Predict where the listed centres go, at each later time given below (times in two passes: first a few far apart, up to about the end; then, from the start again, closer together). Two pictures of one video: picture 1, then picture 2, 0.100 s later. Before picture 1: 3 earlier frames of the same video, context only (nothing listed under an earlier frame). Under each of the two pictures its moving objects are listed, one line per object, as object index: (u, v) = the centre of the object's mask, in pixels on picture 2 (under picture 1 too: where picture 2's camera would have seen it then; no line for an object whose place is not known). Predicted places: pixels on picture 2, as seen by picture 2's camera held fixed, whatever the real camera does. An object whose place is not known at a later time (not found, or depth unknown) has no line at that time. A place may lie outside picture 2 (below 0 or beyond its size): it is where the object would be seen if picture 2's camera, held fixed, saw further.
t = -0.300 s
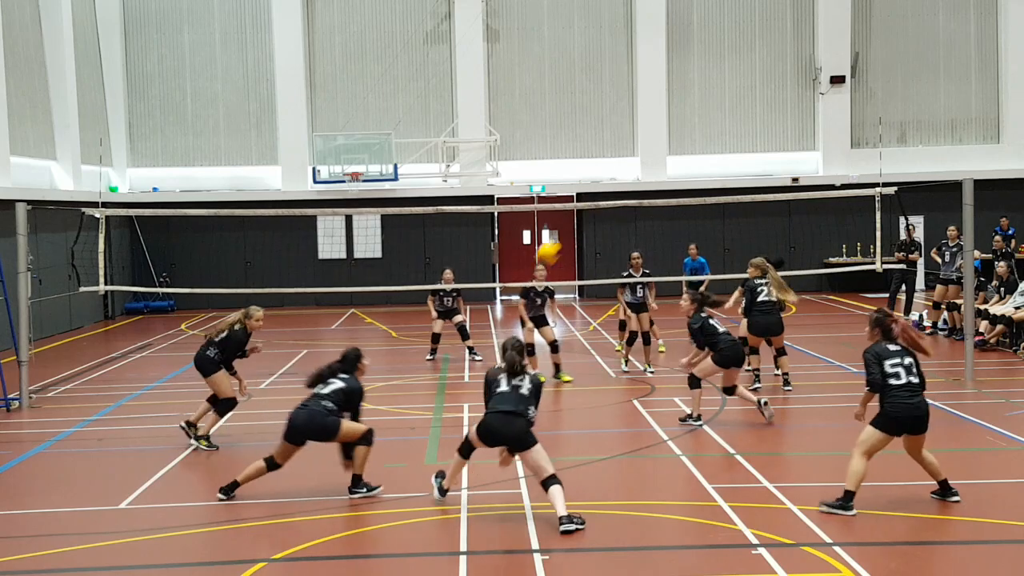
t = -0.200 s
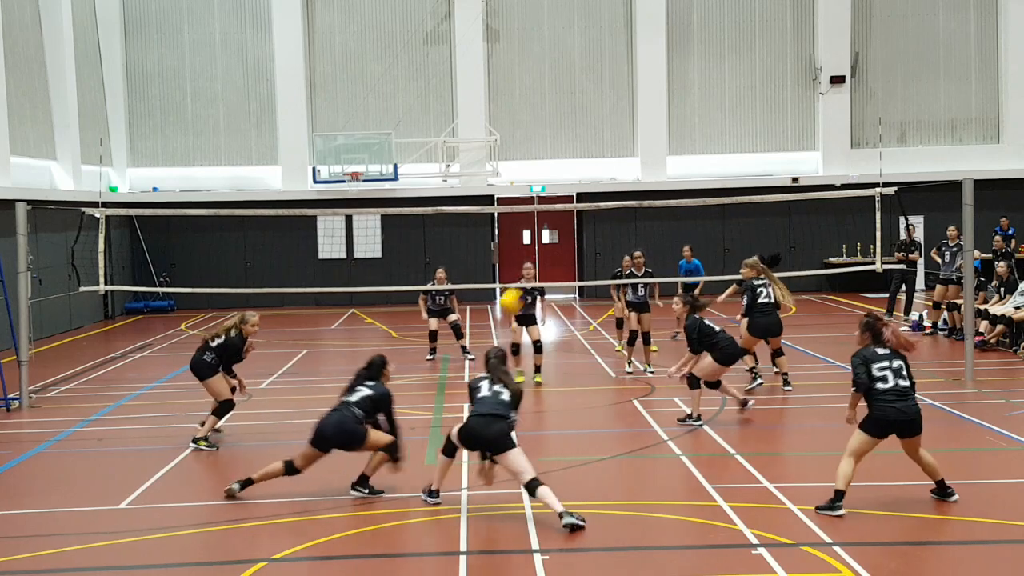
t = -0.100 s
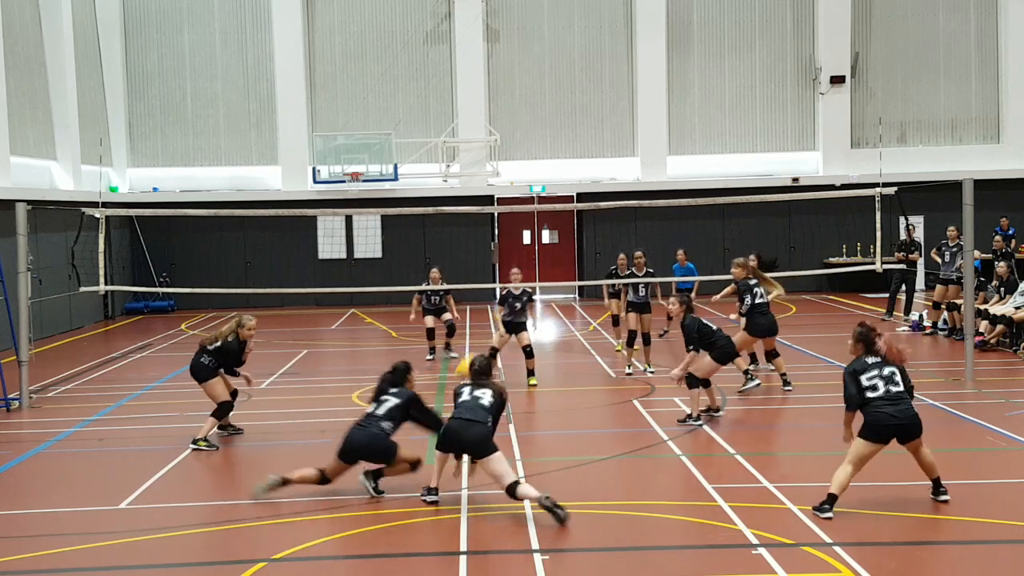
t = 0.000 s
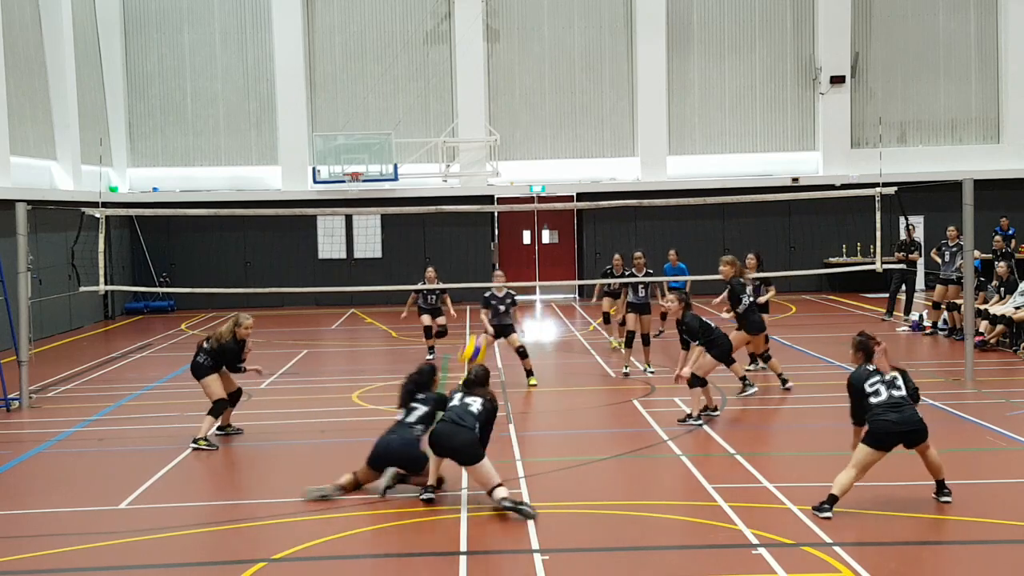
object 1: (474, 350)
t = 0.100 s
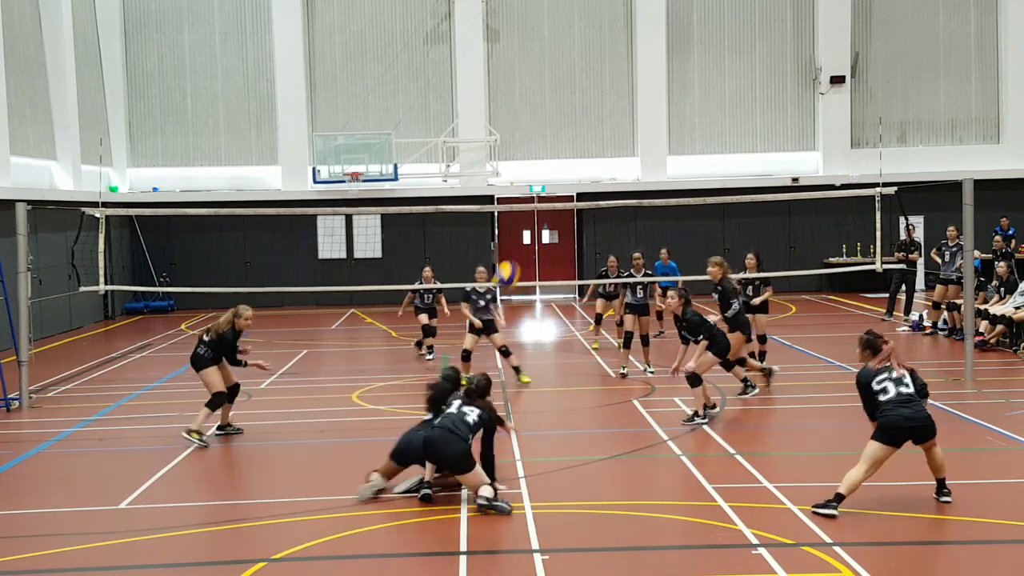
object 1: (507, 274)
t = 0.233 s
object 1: (550, 197)
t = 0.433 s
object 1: (611, 116)
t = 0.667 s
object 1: (681, 81)
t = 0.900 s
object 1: (747, 107)
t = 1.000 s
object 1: (774, 134)
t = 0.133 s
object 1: (517, 253)
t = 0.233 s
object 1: (550, 197)
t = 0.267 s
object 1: (559, 182)
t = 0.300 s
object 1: (570, 163)
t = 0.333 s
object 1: (581, 149)
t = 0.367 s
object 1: (591, 138)
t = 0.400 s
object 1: (601, 126)
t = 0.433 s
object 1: (611, 116)
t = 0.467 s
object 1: (622, 108)
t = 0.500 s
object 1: (631, 100)
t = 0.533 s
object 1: (641, 94)
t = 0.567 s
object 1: (651, 89)
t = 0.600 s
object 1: (662, 85)
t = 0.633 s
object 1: (672, 83)
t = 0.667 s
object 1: (681, 81)
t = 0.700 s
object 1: (690, 81)
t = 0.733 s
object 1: (700, 83)
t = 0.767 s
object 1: (710, 85)
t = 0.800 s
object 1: (720, 88)
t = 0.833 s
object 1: (729, 93)
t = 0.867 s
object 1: (738, 100)
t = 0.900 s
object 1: (747, 107)
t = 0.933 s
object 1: (756, 115)
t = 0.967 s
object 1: (765, 124)
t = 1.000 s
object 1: (774, 134)
